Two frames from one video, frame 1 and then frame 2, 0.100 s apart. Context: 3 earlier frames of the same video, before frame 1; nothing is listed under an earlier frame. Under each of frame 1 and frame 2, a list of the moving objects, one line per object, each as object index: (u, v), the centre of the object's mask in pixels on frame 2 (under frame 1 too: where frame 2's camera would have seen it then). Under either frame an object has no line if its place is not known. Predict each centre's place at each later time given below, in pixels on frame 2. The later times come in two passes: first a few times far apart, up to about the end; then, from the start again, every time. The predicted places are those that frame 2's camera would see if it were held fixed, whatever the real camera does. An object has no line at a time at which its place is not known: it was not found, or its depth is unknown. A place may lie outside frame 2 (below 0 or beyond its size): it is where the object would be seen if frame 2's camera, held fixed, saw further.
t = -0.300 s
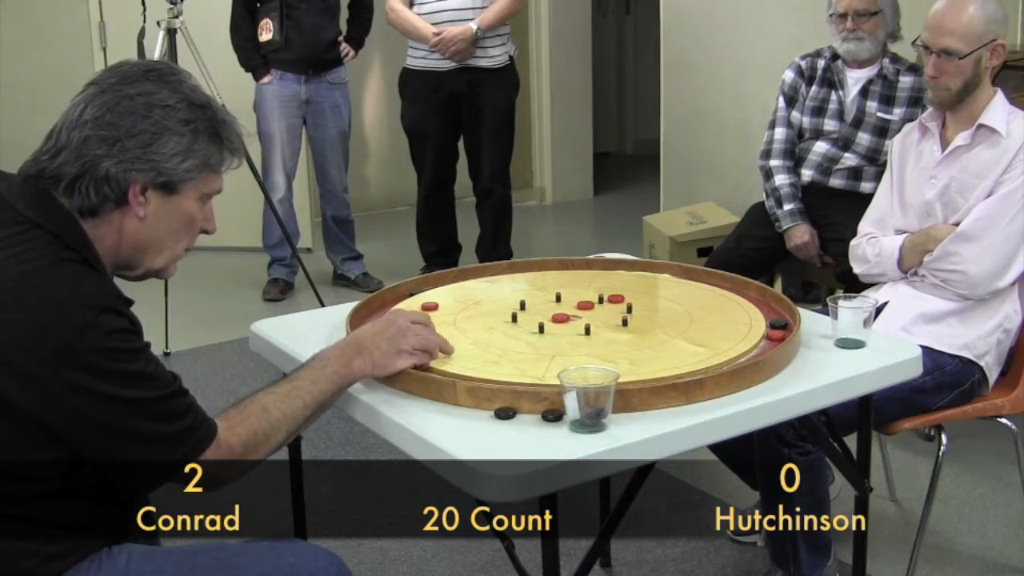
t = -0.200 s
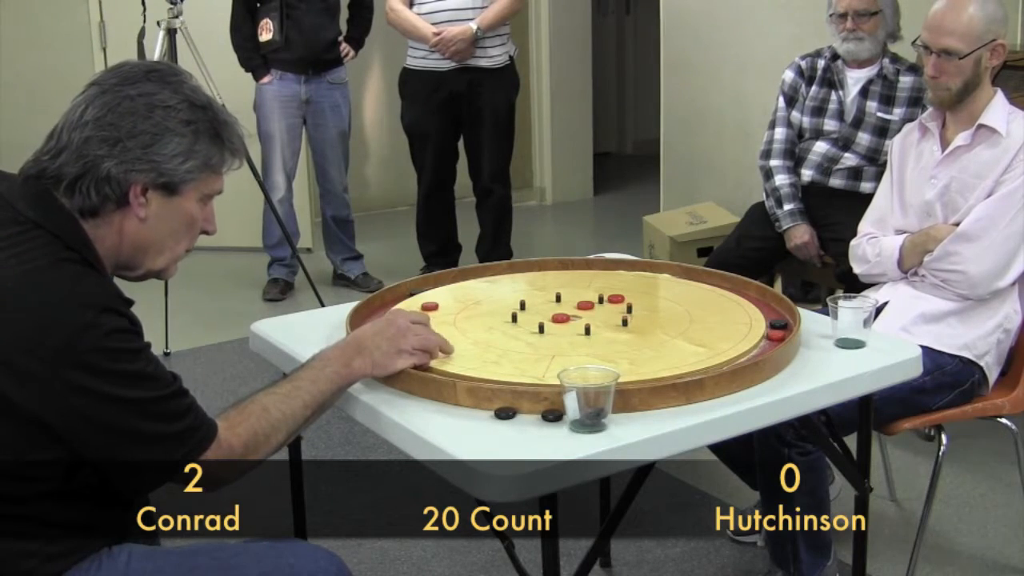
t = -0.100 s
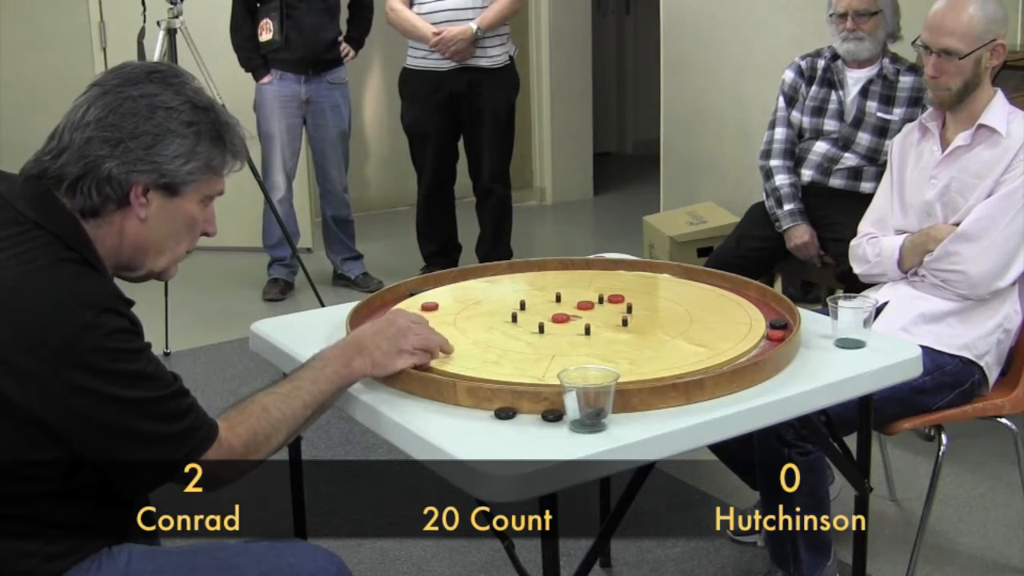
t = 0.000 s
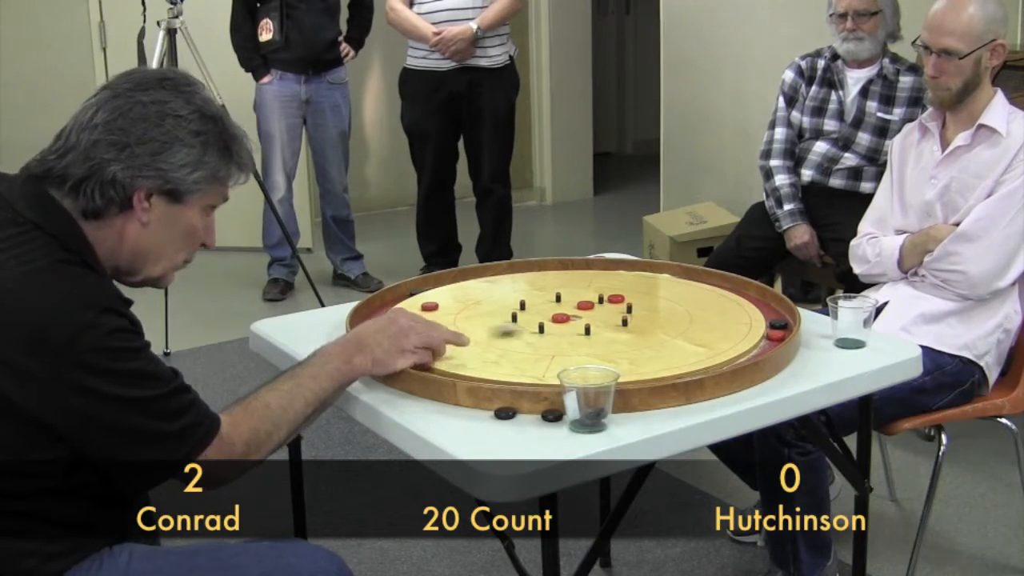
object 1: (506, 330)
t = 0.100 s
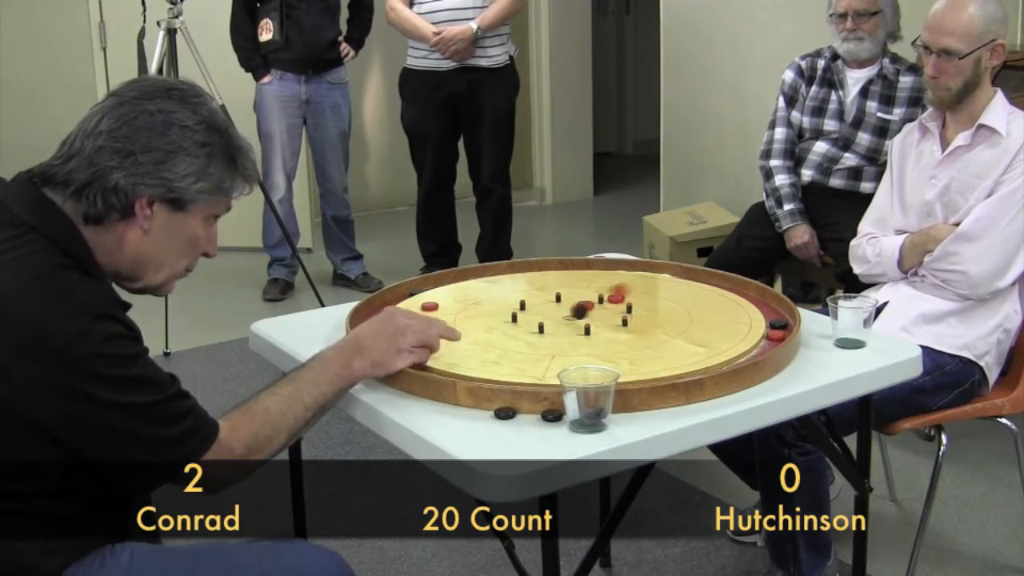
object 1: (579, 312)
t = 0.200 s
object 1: (620, 314)
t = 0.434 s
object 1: (683, 310)
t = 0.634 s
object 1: (699, 309)
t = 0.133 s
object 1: (594, 316)
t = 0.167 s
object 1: (608, 318)
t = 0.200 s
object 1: (620, 314)
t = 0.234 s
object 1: (631, 314)
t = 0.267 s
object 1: (640, 315)
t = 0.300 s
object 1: (649, 315)
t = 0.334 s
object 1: (656, 311)
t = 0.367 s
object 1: (670, 312)
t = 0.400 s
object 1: (676, 312)
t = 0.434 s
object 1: (683, 310)
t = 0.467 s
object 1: (687, 309)
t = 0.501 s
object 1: (690, 310)
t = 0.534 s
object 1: (693, 309)
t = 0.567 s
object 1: (695, 307)
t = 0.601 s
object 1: (697, 308)
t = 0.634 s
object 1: (699, 309)
